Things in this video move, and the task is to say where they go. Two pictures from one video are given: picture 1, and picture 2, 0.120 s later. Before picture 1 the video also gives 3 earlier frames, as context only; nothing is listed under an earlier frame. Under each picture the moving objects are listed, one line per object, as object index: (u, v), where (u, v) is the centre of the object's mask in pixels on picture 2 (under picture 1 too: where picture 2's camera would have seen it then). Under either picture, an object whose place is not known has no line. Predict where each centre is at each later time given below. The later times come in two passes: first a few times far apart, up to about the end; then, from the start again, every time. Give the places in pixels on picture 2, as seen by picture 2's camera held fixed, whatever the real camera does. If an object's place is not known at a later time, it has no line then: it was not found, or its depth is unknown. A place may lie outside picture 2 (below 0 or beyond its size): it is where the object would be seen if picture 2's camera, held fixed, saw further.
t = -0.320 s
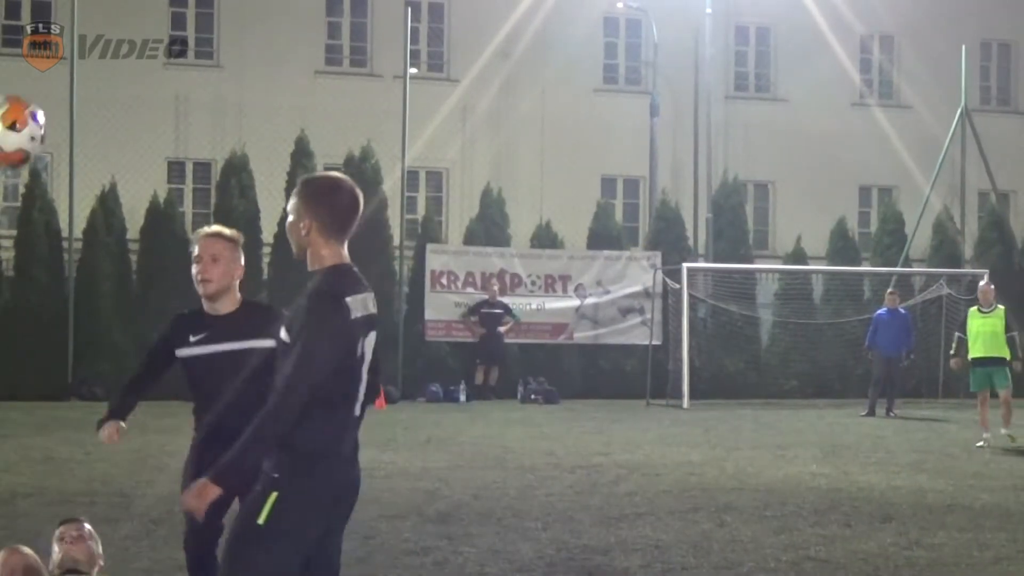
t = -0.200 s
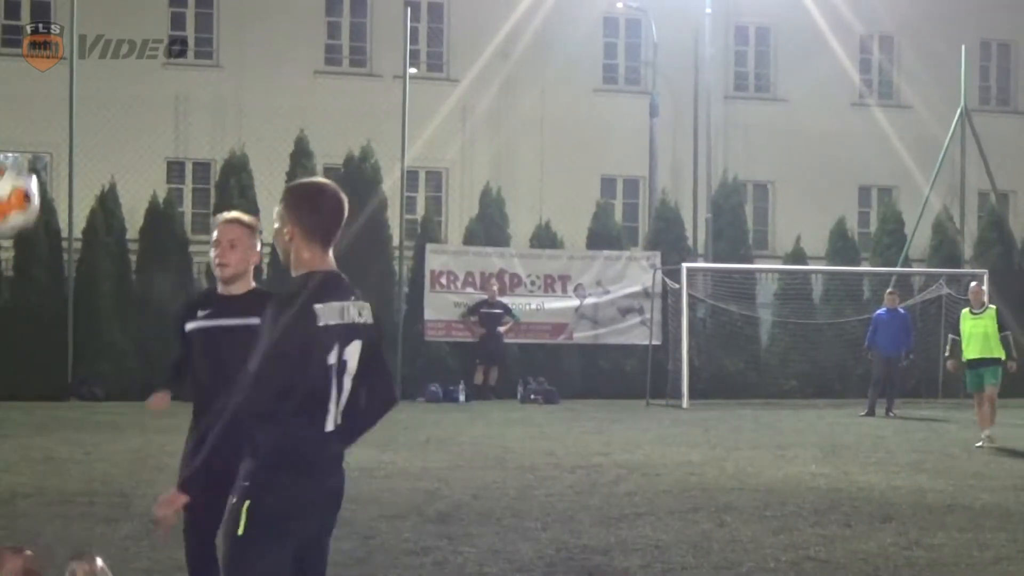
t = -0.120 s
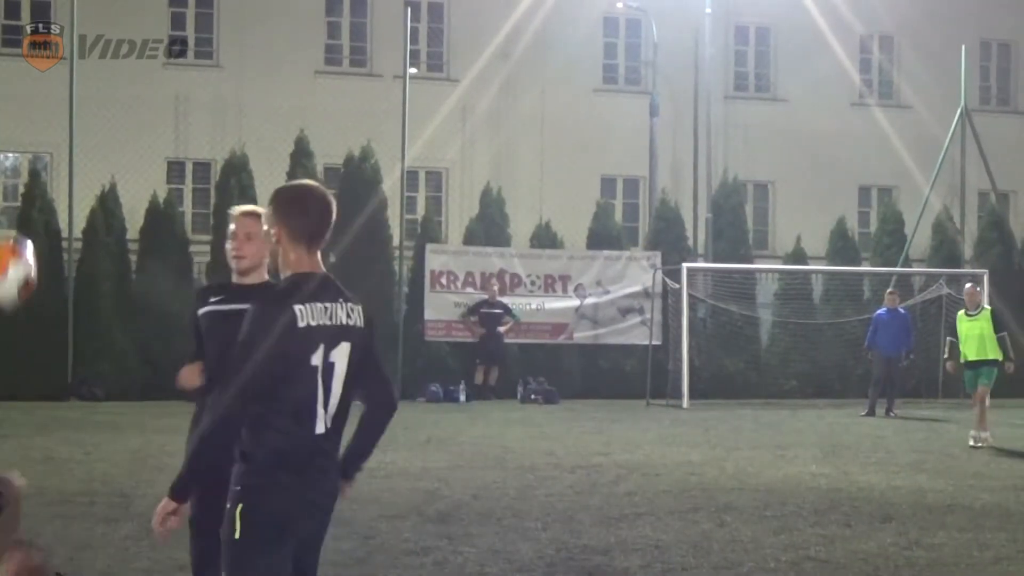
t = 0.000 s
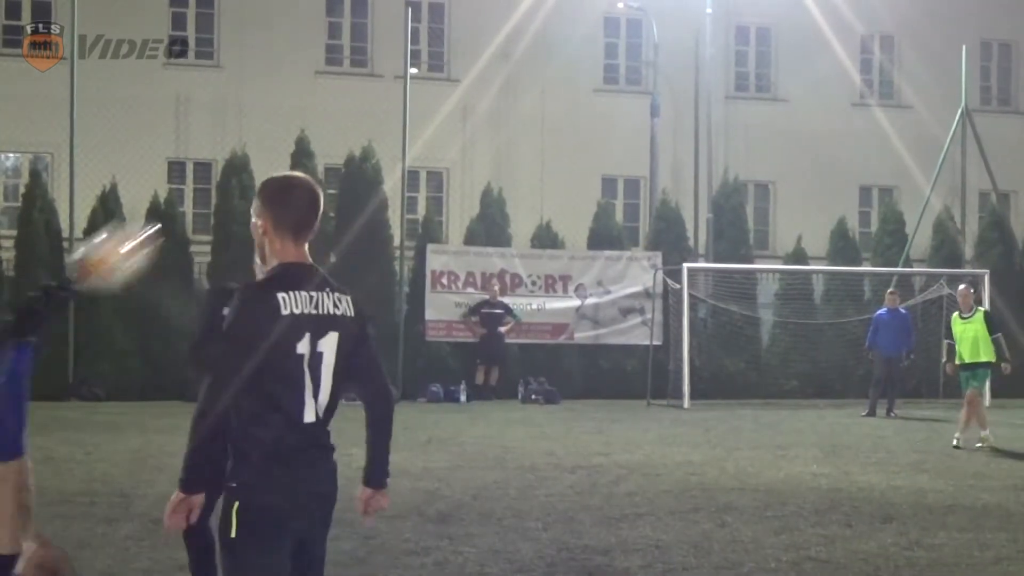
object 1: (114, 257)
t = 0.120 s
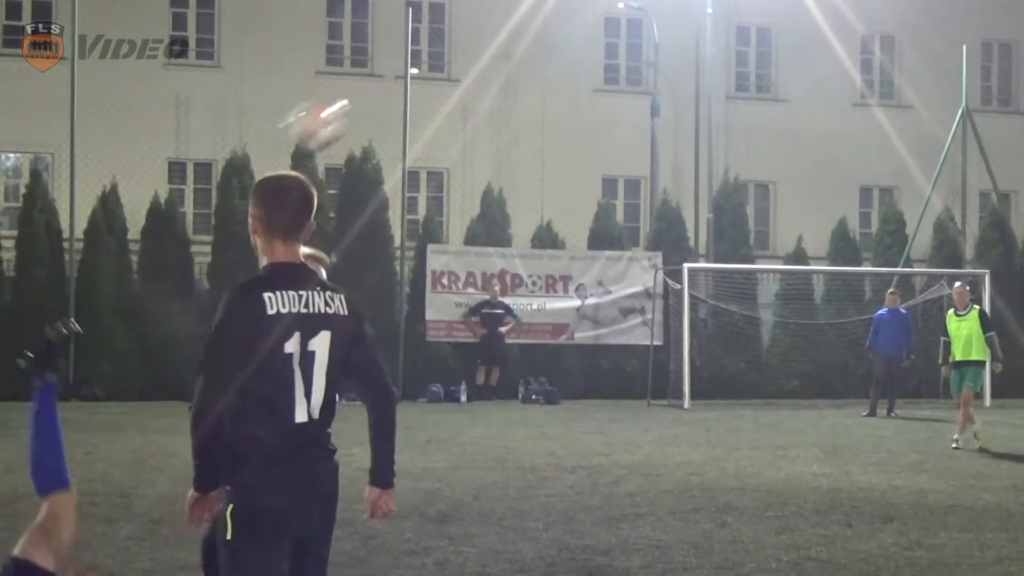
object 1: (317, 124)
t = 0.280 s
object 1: (488, 53)
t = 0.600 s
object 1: (670, 92)
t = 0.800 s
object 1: (733, 173)
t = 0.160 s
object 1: (367, 97)
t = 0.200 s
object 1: (413, 75)
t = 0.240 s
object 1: (451, 62)
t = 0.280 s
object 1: (488, 53)
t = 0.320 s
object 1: (518, 48)
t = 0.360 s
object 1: (547, 47)
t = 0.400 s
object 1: (572, 48)
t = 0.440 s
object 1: (597, 53)
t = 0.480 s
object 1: (617, 61)
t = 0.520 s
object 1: (636, 70)
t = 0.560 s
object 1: (654, 79)
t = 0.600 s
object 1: (670, 92)
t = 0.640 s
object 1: (686, 106)
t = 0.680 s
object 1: (701, 120)
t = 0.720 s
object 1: (712, 137)
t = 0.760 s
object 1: (724, 153)
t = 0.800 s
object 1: (733, 173)
